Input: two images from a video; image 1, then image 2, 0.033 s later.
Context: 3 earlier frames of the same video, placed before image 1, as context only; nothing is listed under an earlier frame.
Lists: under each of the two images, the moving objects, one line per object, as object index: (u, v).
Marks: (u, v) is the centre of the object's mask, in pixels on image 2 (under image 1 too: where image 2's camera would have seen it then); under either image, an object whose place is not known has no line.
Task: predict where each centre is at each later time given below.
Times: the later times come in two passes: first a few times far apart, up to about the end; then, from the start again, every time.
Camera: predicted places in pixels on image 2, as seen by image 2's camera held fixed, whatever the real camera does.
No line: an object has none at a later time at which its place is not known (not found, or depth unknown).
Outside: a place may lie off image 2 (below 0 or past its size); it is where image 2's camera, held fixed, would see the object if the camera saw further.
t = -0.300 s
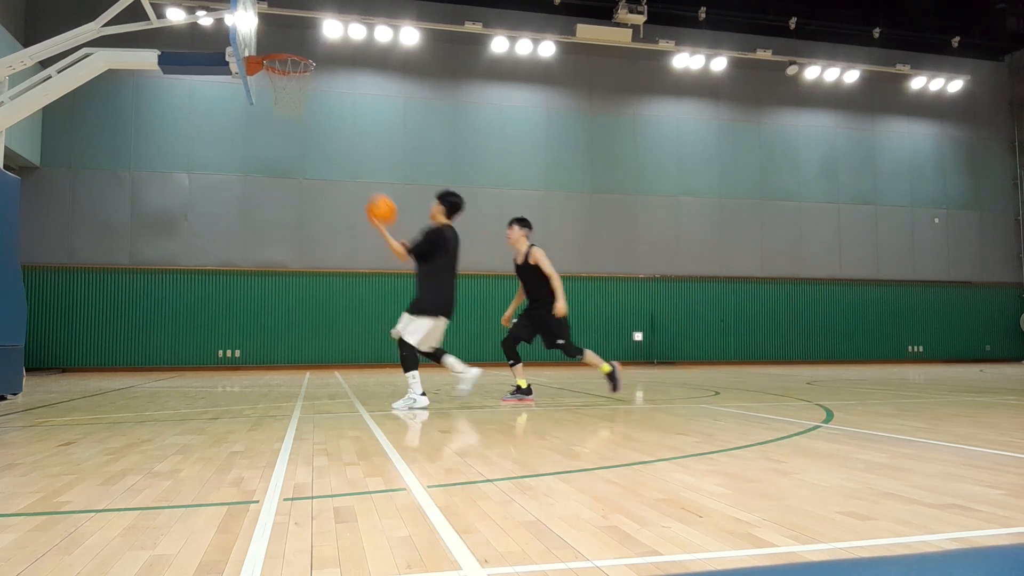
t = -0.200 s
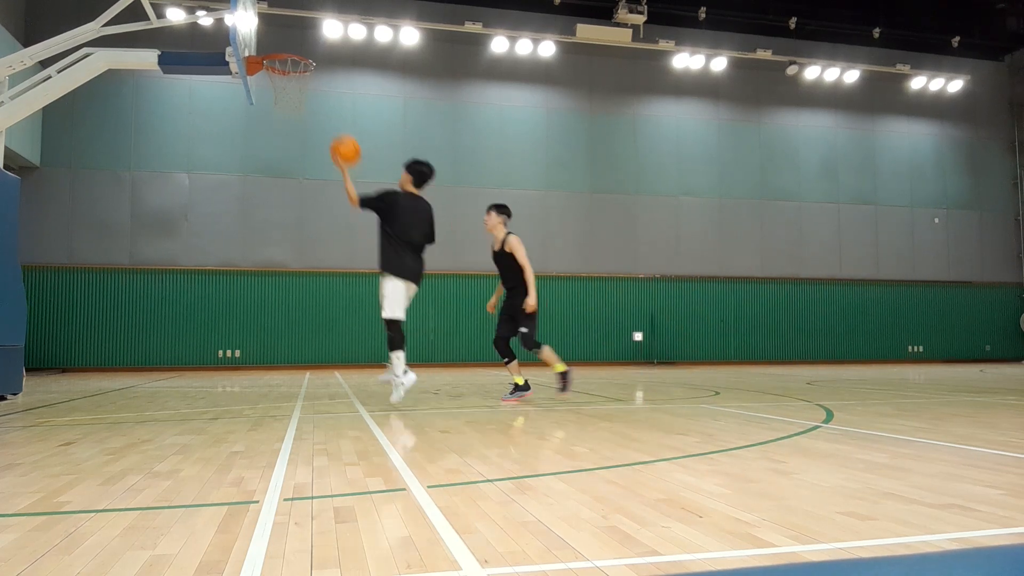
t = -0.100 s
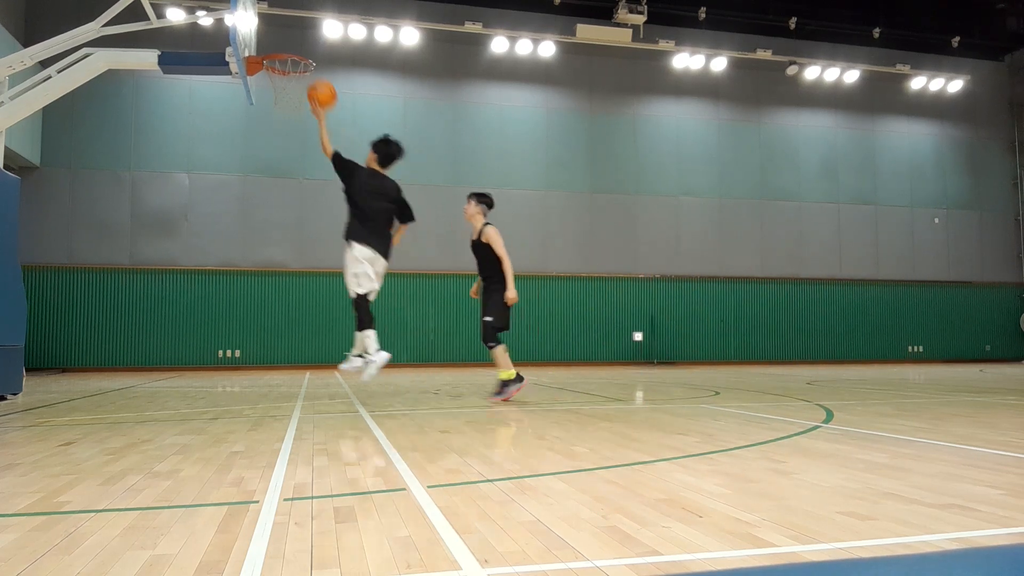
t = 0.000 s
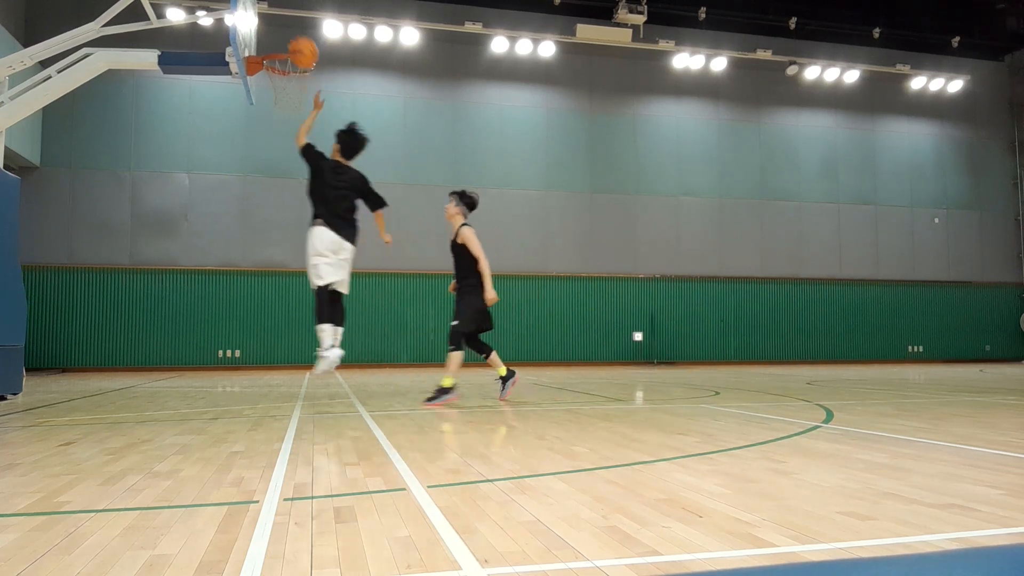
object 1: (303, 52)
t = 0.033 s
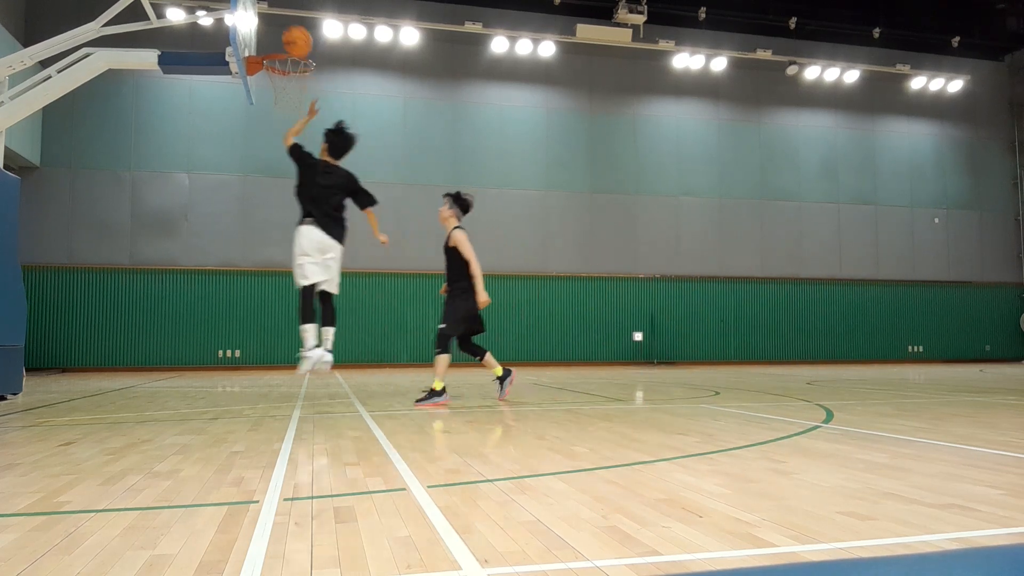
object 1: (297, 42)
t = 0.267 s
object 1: (258, 8)
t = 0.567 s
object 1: (297, 45)
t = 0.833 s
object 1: (266, 84)
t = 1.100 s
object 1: (271, 128)
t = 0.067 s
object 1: (291, 32)
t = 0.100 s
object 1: (285, 24)
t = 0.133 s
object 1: (279, 17)
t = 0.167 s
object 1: (274, 12)
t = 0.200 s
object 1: (269, 10)
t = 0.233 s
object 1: (264, 9)
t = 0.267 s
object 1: (258, 8)
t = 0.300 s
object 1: (262, 8)
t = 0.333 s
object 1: (266, 8)
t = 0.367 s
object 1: (271, 10)
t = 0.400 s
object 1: (274, 12)
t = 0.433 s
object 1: (279, 16)
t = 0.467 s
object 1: (284, 21)
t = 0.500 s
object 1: (288, 28)
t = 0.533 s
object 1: (292, 36)
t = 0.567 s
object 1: (297, 45)
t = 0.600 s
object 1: (301, 55)
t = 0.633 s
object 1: (299, 62)
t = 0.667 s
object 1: (294, 66)
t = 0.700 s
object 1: (286, 69)
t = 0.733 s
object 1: (277, 76)
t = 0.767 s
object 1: (271, 81)
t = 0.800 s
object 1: (267, 82)
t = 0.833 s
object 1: (266, 84)
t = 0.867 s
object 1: (265, 87)
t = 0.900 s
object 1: (266, 90)
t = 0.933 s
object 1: (266, 93)
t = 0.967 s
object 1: (268, 98)
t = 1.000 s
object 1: (269, 104)
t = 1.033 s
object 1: (270, 111)
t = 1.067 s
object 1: (270, 119)
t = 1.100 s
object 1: (271, 128)
